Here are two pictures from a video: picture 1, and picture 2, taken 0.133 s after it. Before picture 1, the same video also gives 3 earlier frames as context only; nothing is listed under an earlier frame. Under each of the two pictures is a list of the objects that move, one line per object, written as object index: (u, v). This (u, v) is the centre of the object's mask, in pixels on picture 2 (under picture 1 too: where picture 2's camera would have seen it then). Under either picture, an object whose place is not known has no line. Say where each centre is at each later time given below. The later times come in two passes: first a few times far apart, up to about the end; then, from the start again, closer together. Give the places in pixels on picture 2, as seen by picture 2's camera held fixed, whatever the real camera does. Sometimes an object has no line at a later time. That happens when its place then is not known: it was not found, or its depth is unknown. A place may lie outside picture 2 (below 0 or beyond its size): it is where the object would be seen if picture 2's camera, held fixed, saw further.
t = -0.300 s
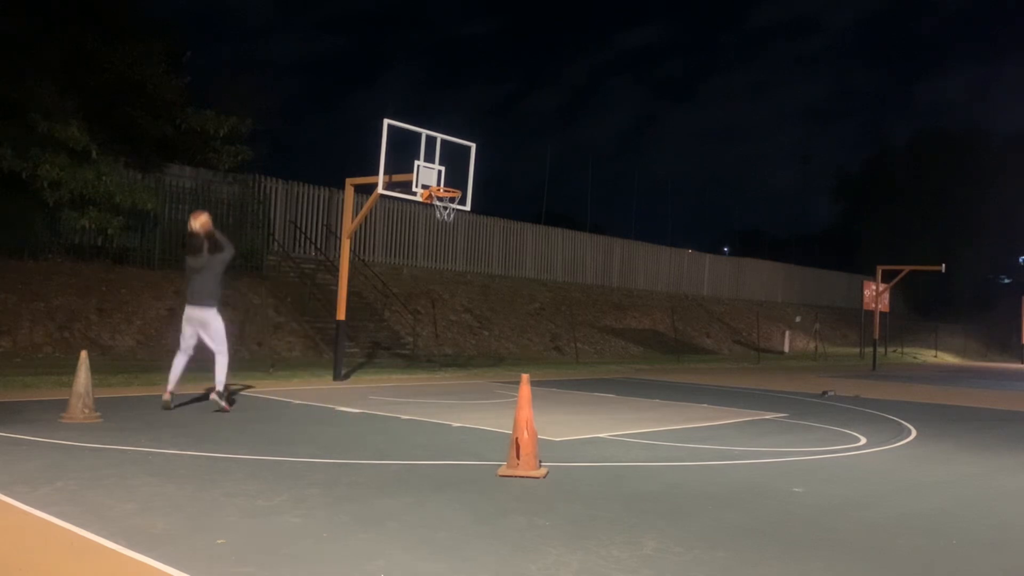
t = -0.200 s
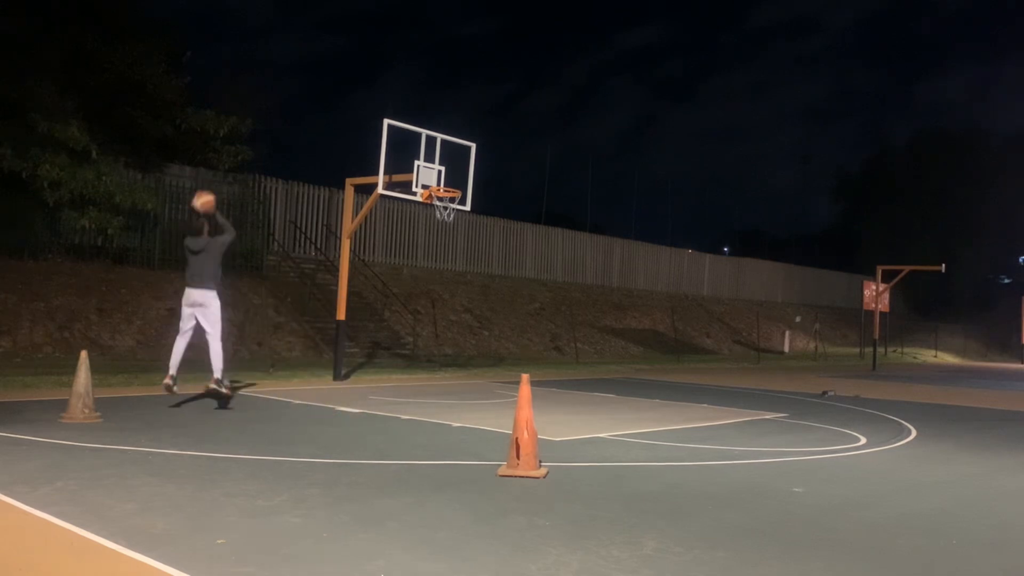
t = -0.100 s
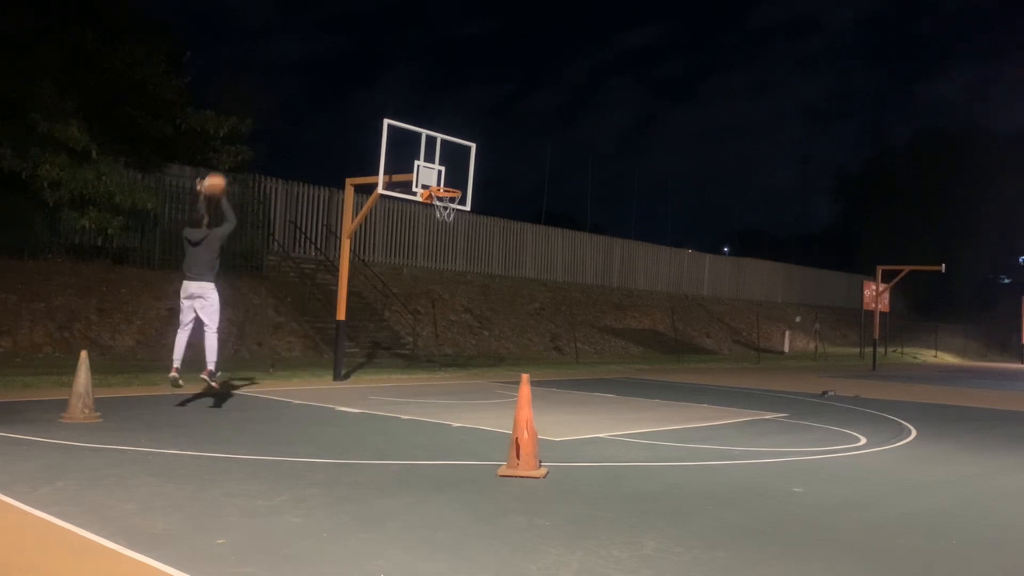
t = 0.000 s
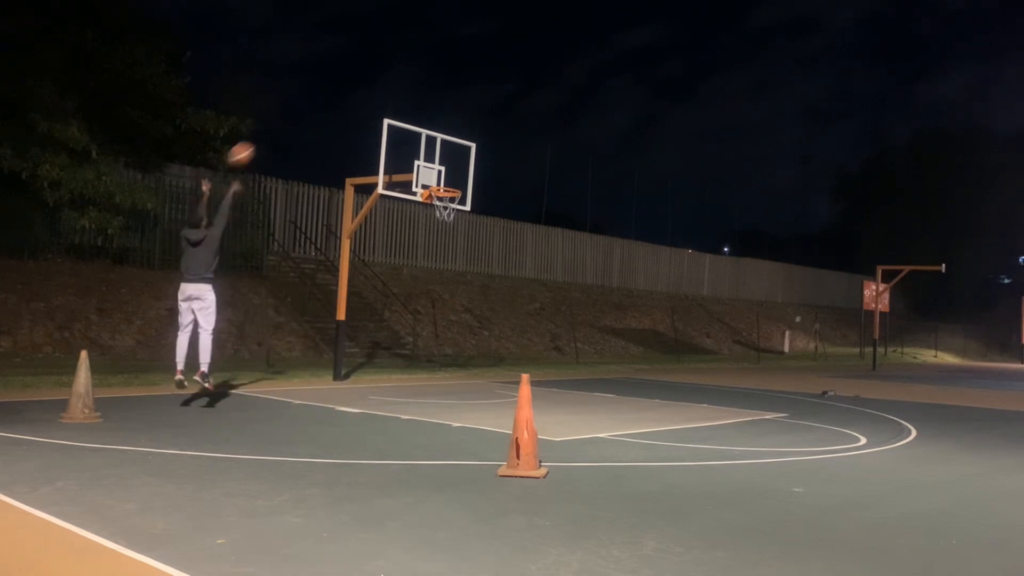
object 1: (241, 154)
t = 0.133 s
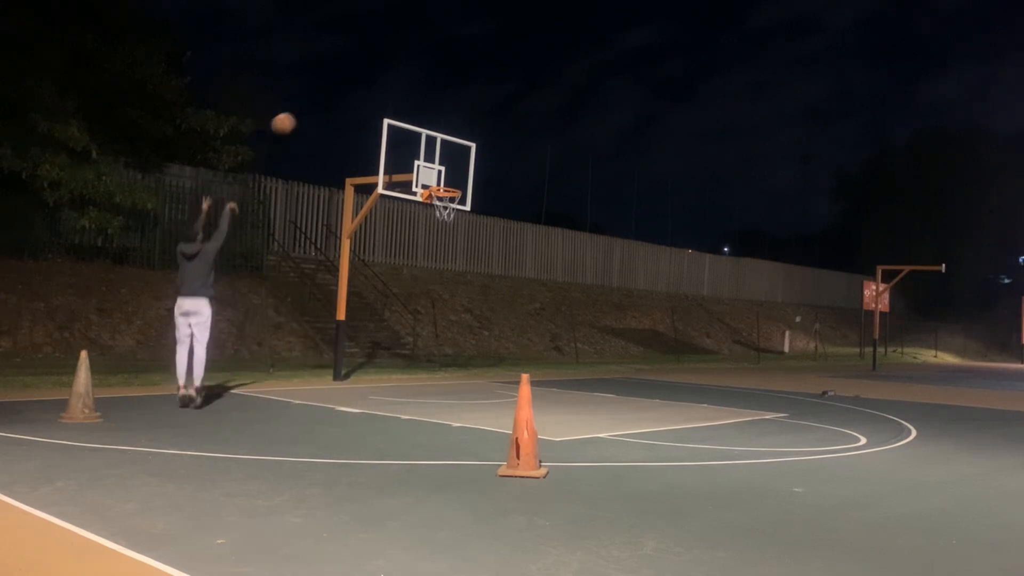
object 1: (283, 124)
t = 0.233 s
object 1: (312, 111)
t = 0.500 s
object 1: (377, 117)
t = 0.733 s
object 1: (425, 160)
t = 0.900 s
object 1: (452, 203)
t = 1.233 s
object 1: (458, 231)
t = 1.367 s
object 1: (458, 262)
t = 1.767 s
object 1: (458, 363)
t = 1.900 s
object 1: (459, 332)
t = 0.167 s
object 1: (294, 118)
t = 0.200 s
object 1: (303, 114)
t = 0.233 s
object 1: (312, 111)
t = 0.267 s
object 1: (321, 109)
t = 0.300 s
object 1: (330, 108)
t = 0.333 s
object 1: (338, 107)
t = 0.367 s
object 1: (347, 108)
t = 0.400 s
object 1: (355, 109)
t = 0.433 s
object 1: (363, 111)
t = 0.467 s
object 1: (370, 114)
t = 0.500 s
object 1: (377, 117)
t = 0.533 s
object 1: (384, 121)
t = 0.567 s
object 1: (392, 126)
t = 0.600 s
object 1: (399, 133)
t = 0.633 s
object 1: (406, 139)
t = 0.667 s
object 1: (411, 145)
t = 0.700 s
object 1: (418, 152)
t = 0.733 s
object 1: (425, 160)
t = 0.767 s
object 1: (430, 169)
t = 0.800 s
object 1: (438, 178)
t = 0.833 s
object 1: (443, 183)
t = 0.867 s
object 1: (451, 198)
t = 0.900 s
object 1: (452, 203)
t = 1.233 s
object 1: (458, 231)
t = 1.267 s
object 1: (458, 238)
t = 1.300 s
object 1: (458, 245)
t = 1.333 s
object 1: (458, 254)
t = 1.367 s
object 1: (458, 262)
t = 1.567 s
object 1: (459, 328)
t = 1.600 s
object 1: (458, 341)
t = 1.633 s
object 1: (458, 356)
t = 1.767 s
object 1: (458, 363)
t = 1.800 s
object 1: (458, 355)
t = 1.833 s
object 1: (459, 347)
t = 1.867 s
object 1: (459, 339)
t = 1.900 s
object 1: (459, 332)
